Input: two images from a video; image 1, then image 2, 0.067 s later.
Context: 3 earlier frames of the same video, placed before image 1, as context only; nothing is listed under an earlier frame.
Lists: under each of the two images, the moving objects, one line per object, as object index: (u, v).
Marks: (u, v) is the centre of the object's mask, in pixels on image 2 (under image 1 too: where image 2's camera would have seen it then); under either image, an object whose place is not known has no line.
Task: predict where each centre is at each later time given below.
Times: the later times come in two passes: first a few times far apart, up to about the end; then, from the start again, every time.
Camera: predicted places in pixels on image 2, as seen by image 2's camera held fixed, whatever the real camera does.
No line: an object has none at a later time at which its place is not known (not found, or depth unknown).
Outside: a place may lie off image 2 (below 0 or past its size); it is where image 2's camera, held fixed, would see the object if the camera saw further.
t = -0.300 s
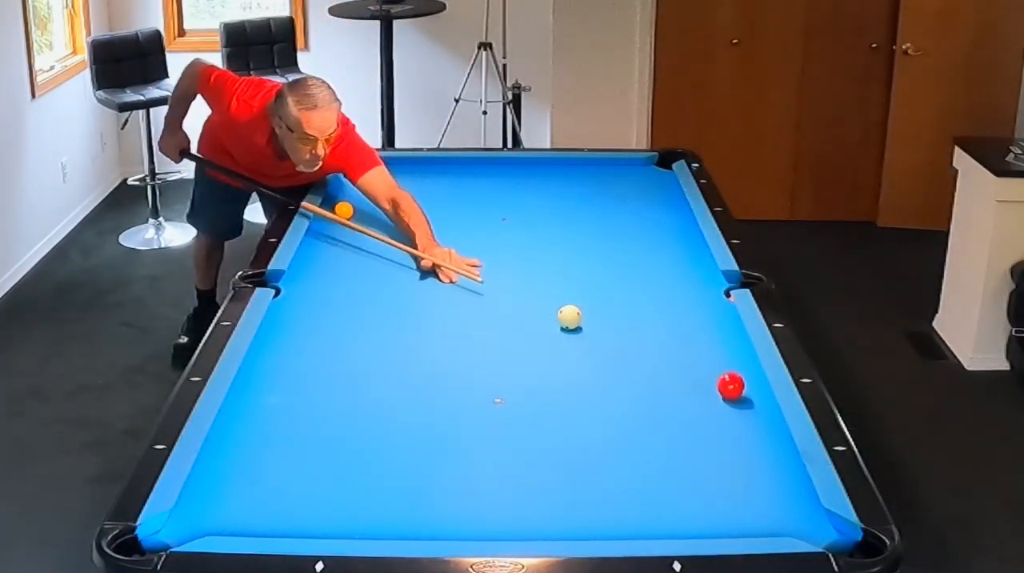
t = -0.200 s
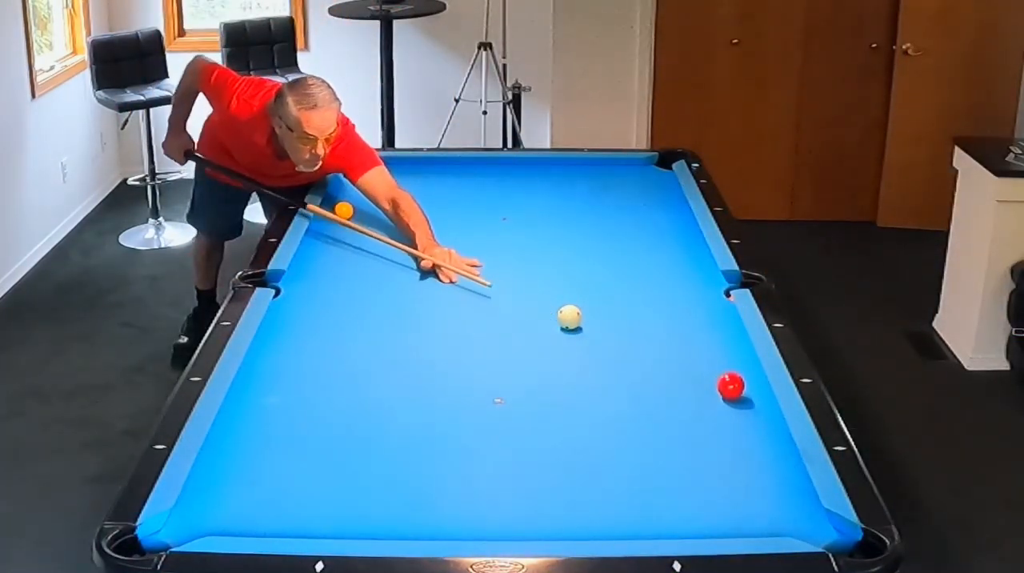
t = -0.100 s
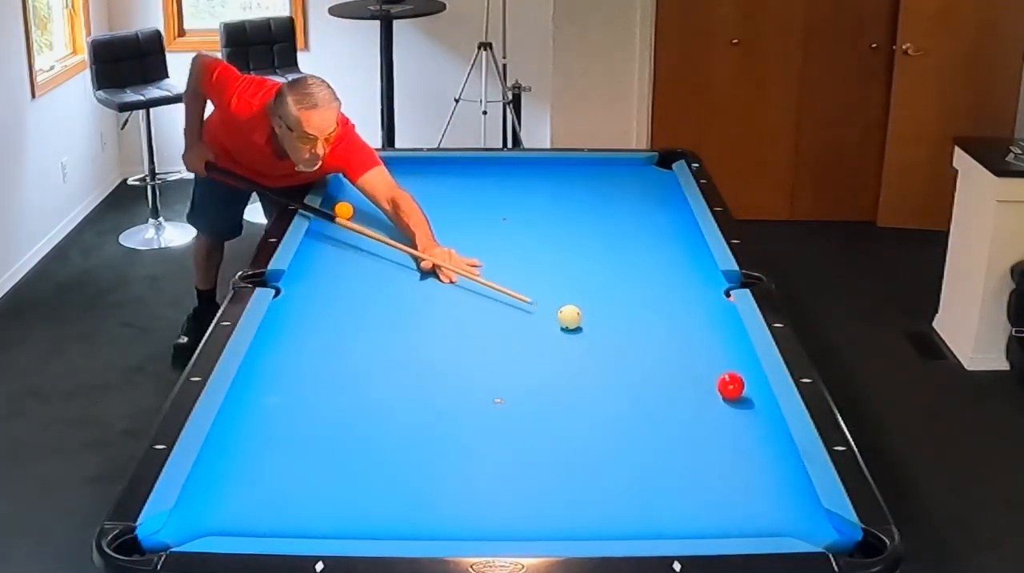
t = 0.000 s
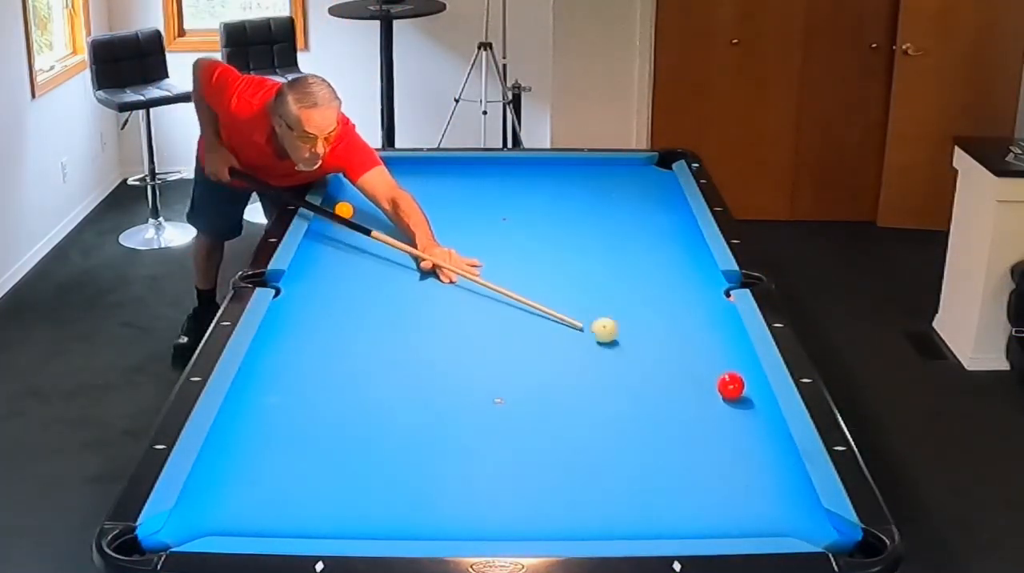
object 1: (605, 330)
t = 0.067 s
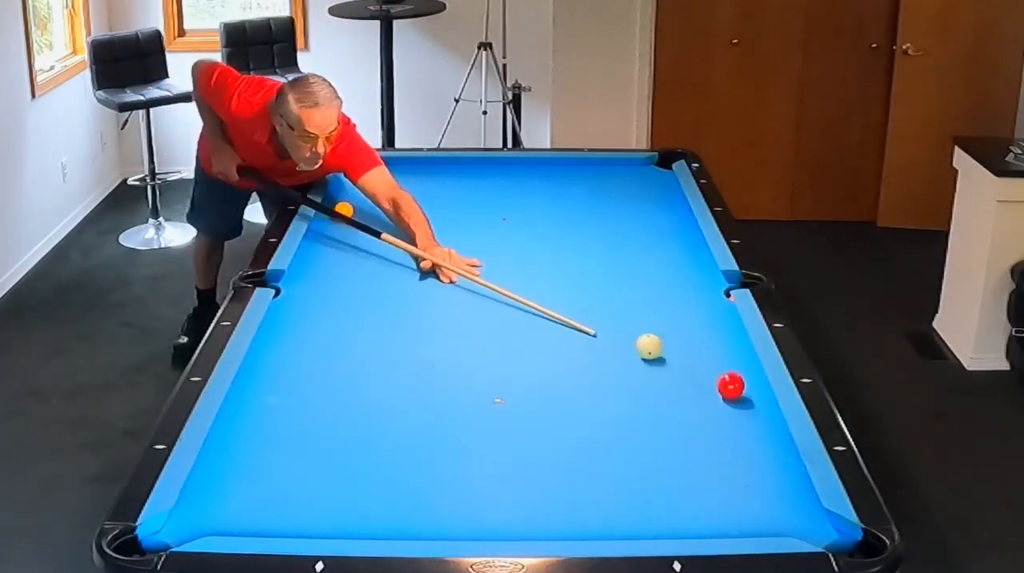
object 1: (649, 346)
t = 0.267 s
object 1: (749, 372)
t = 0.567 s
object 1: (695, 355)
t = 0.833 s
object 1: (649, 341)
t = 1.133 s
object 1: (601, 327)
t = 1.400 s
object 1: (563, 315)
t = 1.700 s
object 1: (527, 304)
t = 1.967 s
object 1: (496, 295)
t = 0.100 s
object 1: (670, 354)
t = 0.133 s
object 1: (690, 362)
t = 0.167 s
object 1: (709, 368)
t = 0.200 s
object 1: (725, 369)
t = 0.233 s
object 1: (738, 371)
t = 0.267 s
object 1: (749, 372)
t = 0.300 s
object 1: (746, 370)
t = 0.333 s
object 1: (739, 368)
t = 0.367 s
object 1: (732, 366)
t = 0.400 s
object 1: (726, 364)
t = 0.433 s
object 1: (719, 362)
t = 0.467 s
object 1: (713, 360)
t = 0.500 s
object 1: (707, 359)
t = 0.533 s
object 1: (700, 357)
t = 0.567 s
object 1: (695, 355)
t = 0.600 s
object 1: (688, 353)
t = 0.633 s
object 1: (682, 351)
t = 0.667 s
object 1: (677, 350)
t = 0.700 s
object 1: (671, 348)
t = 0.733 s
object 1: (665, 346)
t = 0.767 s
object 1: (659, 344)
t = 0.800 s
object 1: (654, 343)
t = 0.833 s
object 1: (649, 341)
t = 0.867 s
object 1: (642, 339)
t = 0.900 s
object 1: (638, 338)
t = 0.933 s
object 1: (632, 336)
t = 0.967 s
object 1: (626, 334)
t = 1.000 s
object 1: (622, 332)
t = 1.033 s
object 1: (616, 331)
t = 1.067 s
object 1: (611, 330)
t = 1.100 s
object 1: (606, 328)
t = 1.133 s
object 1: (601, 327)
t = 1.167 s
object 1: (596, 325)
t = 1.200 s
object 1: (591, 323)
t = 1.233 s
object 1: (587, 322)
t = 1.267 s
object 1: (582, 321)
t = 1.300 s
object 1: (577, 319)
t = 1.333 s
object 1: (572, 318)
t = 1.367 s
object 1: (568, 316)
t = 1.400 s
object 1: (563, 315)
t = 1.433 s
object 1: (561, 314)
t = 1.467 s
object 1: (556, 313)
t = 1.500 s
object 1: (552, 311)
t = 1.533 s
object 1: (548, 311)
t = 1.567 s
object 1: (543, 309)
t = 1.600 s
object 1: (539, 308)
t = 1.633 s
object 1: (535, 306)
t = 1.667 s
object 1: (530, 305)
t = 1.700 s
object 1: (527, 304)
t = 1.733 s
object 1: (522, 303)
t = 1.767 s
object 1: (518, 302)
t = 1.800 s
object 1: (514, 300)
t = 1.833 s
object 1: (511, 299)
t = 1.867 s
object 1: (507, 298)
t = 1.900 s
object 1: (503, 296)
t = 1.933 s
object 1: (500, 296)
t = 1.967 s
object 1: (496, 295)
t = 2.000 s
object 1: (492, 294)
